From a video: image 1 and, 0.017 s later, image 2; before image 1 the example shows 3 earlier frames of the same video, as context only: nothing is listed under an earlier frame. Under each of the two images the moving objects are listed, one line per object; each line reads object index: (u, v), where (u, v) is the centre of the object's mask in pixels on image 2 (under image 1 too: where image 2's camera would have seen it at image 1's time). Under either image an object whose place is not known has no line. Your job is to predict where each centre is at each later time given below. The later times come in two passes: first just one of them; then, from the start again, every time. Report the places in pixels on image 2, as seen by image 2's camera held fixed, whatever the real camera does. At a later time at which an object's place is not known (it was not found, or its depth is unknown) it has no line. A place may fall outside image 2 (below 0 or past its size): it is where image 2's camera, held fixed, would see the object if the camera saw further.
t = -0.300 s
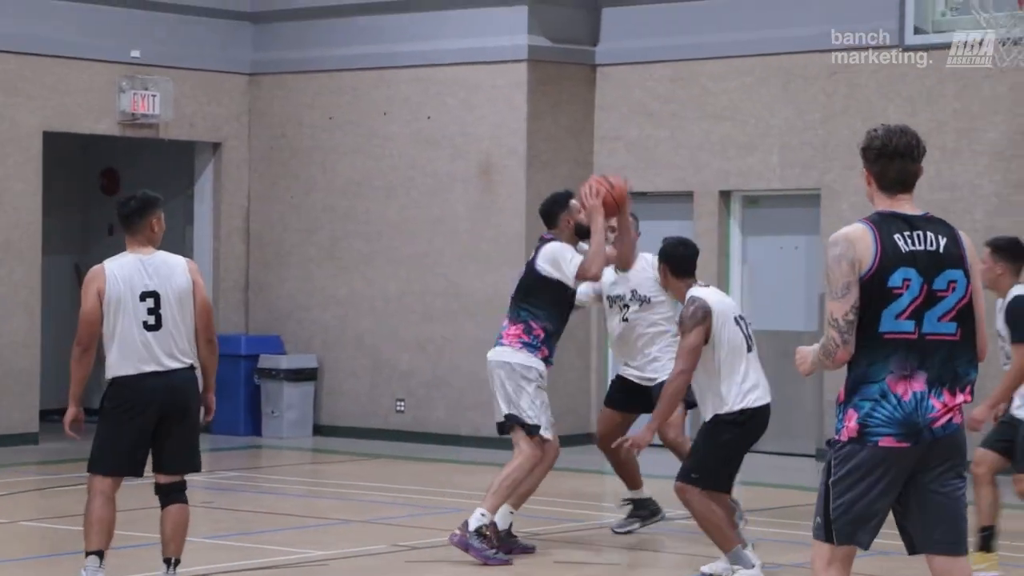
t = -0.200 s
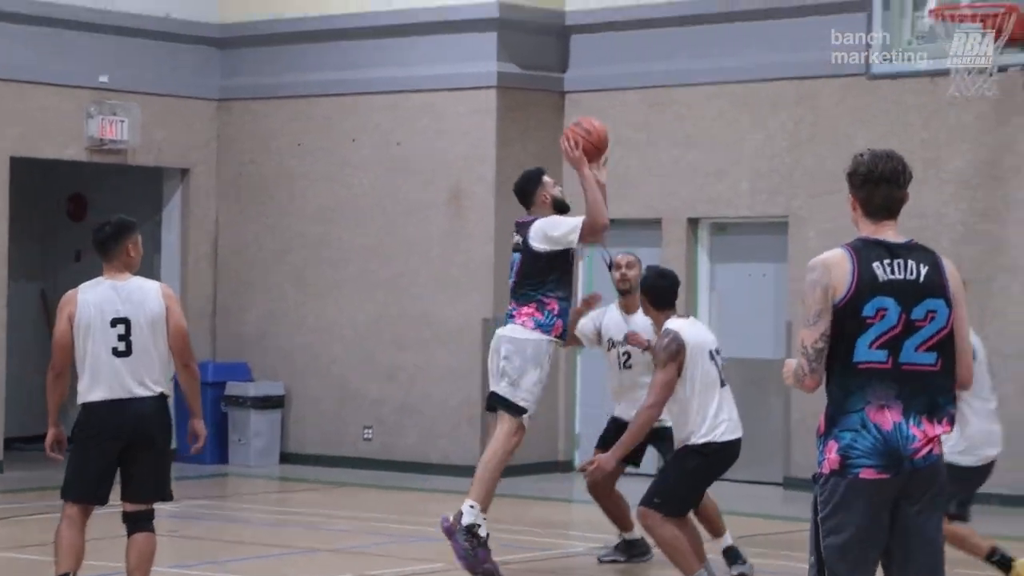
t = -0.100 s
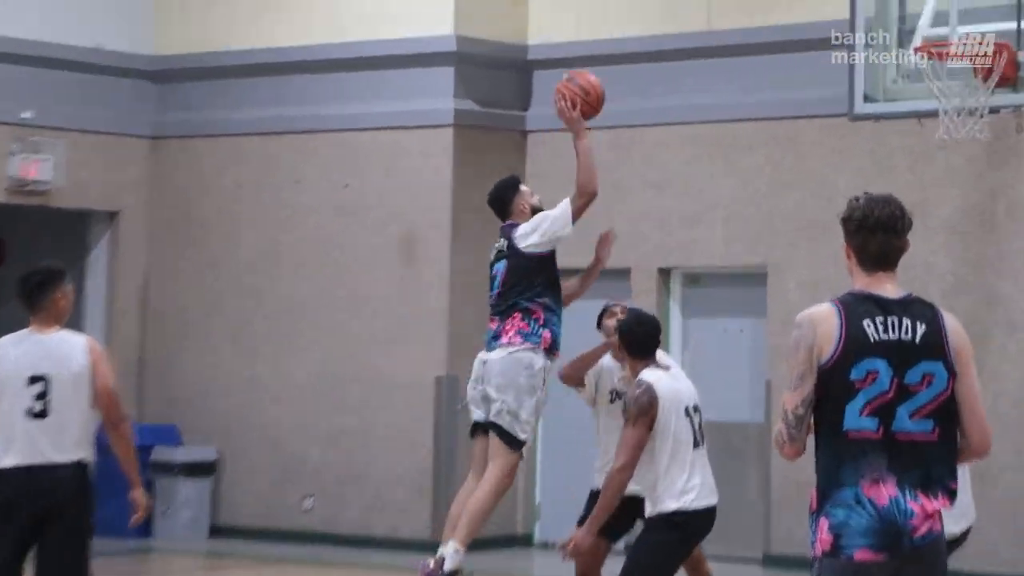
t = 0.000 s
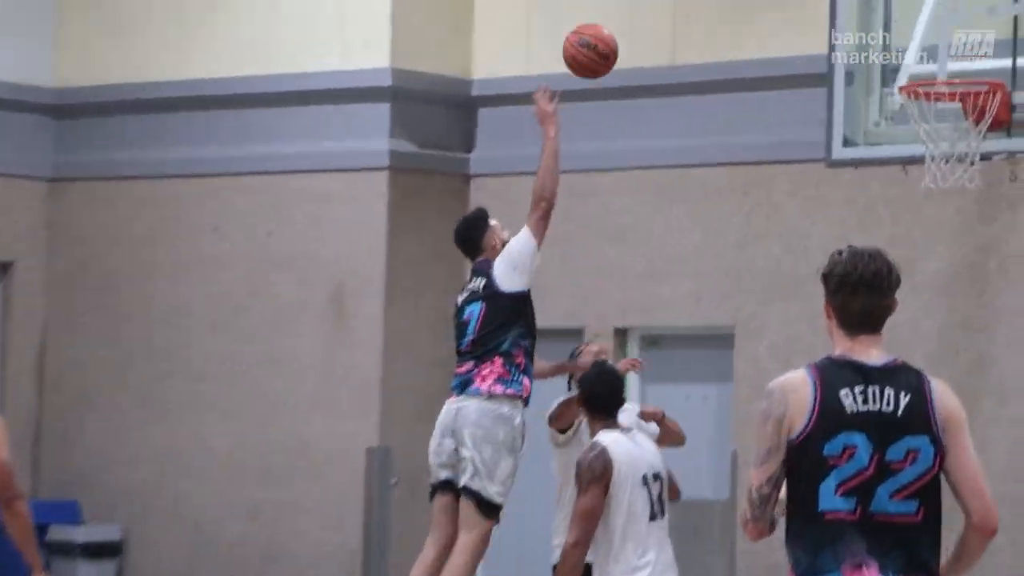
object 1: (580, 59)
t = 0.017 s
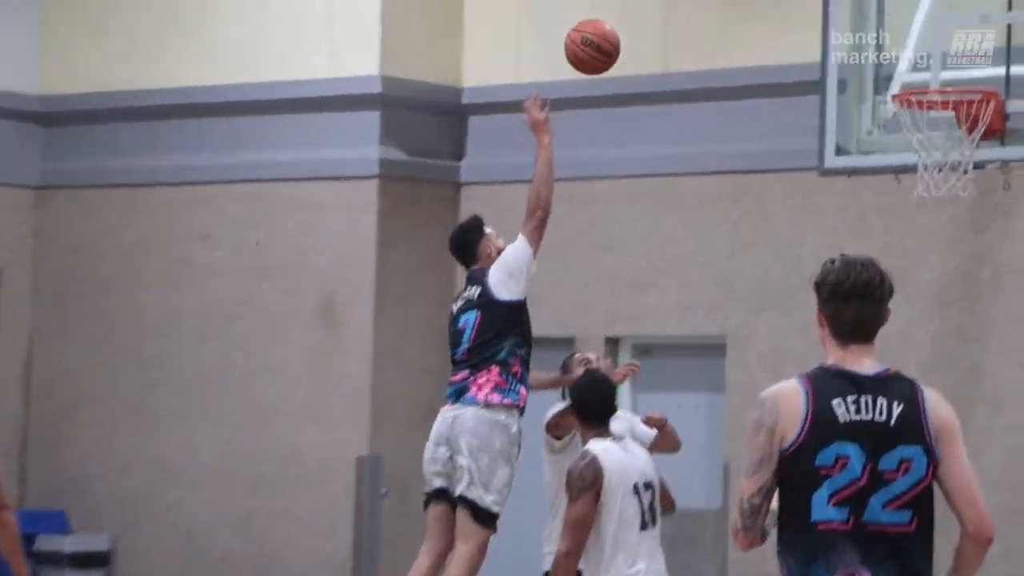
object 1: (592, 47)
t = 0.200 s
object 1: (706, -37)
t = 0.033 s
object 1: (603, 35)
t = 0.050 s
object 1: (613, 25)
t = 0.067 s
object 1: (624, 15)
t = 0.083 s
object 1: (634, 7)
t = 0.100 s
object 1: (645, -2)
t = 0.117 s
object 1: (655, -9)
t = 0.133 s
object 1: (665, -16)
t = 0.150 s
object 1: (675, -22)
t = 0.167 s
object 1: (685, -27)
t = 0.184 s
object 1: (695, -32)
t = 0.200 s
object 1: (706, -37)
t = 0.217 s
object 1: (715, -41)
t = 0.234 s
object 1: (725, -44)
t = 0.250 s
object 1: (735, -47)
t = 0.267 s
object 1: (745, -50)
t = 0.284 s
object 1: (754, -52)
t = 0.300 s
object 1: (764, -54)
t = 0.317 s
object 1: (774, -54)
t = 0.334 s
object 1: (783, -54)
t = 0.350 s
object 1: (792, -53)
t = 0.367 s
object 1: (801, -52)
